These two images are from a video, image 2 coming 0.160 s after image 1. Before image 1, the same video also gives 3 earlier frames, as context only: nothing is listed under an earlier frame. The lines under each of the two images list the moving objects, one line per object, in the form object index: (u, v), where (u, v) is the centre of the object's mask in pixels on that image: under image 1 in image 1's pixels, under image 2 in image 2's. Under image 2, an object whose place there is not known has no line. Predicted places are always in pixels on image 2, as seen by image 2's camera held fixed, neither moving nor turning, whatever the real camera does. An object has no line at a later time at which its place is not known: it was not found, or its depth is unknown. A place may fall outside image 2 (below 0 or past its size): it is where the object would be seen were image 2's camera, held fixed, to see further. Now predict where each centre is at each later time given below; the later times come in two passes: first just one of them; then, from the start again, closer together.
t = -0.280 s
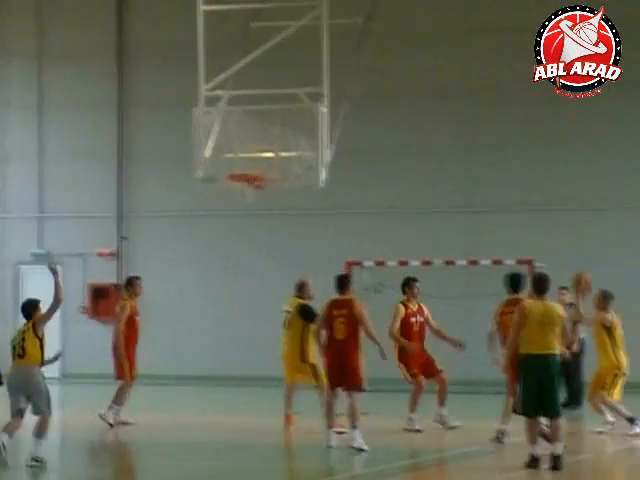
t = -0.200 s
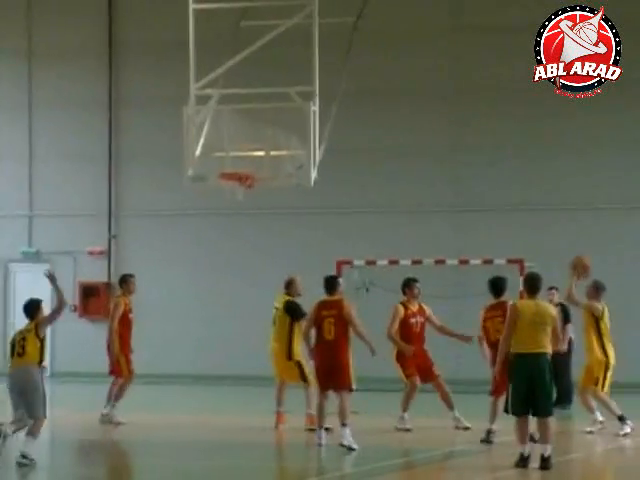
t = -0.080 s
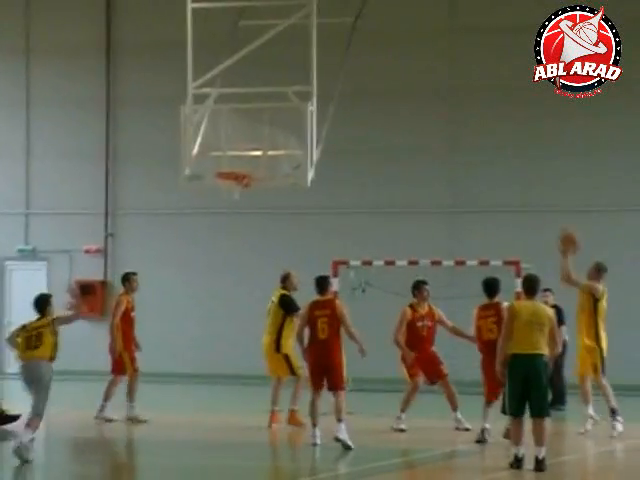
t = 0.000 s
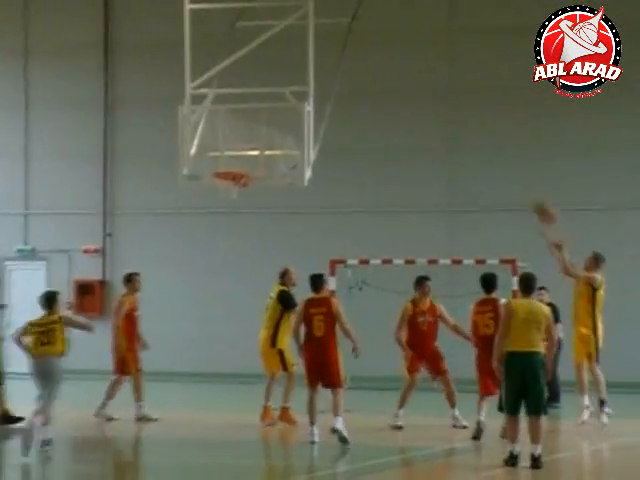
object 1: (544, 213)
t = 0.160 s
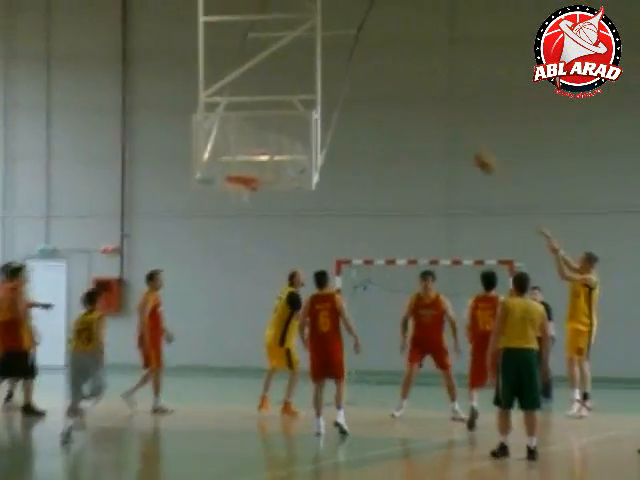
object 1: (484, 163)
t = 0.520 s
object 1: (368, 122)
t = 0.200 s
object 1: (470, 154)
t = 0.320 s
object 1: (432, 131)
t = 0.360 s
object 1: (419, 127)
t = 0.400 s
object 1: (406, 123)
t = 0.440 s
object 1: (394, 122)
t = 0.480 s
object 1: (380, 121)
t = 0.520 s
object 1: (368, 122)
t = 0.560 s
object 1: (355, 124)
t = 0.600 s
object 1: (343, 126)
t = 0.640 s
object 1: (331, 131)
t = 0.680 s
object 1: (316, 139)
